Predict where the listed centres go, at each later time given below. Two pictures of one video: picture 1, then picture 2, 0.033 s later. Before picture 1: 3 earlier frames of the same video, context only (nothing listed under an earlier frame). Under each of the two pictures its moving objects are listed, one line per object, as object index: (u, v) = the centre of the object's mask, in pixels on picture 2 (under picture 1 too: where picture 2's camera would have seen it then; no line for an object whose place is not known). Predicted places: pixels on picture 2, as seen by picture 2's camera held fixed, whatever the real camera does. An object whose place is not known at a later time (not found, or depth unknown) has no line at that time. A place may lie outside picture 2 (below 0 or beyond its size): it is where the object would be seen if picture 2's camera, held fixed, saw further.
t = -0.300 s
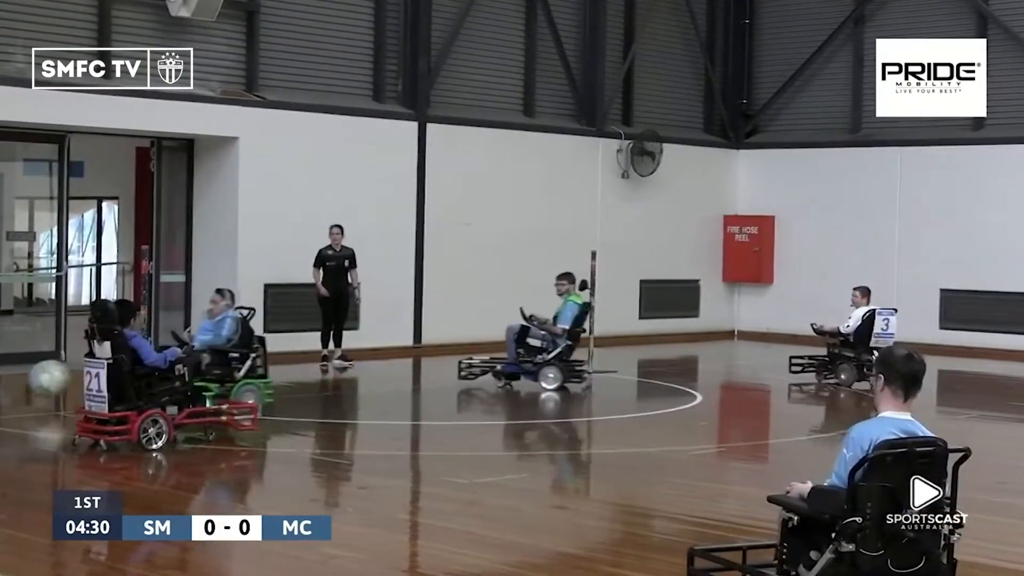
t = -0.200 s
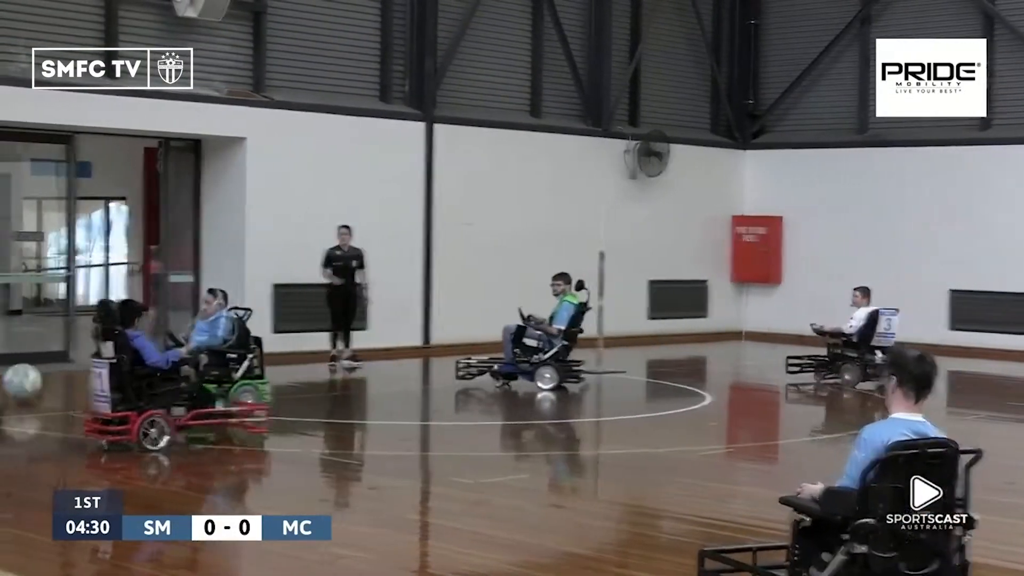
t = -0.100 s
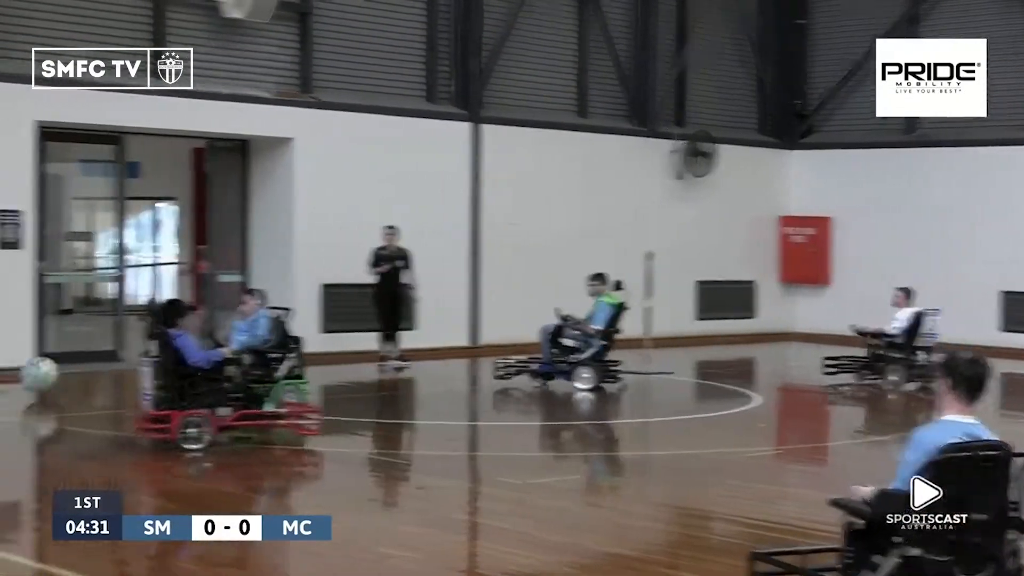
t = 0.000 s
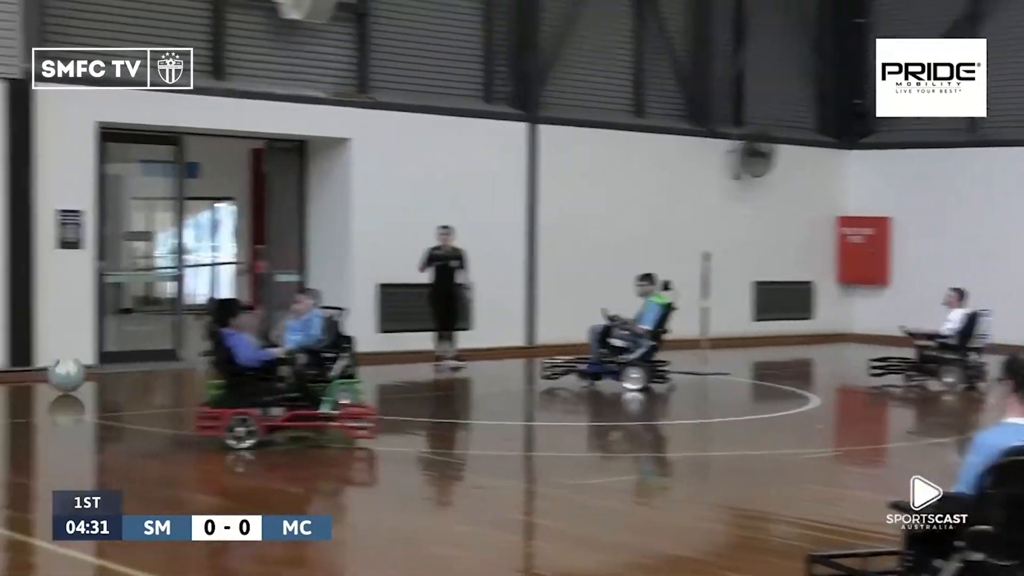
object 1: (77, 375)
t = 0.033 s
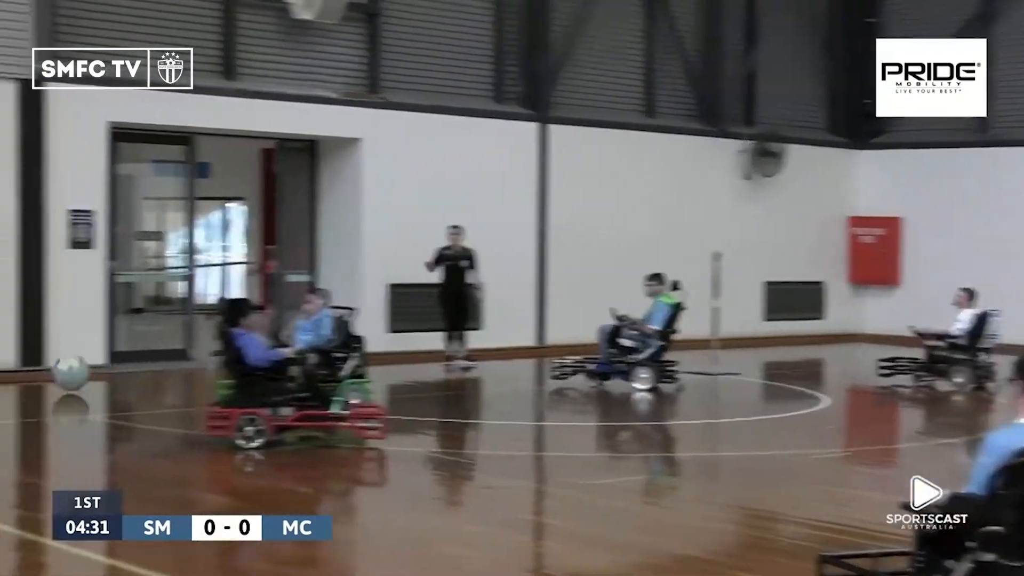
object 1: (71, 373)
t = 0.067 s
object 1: (60, 371)
